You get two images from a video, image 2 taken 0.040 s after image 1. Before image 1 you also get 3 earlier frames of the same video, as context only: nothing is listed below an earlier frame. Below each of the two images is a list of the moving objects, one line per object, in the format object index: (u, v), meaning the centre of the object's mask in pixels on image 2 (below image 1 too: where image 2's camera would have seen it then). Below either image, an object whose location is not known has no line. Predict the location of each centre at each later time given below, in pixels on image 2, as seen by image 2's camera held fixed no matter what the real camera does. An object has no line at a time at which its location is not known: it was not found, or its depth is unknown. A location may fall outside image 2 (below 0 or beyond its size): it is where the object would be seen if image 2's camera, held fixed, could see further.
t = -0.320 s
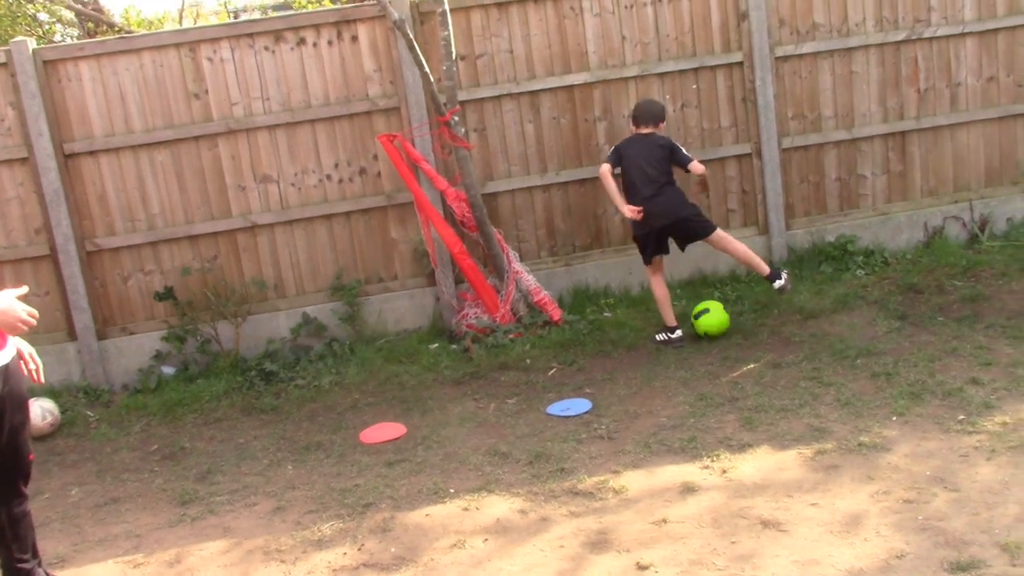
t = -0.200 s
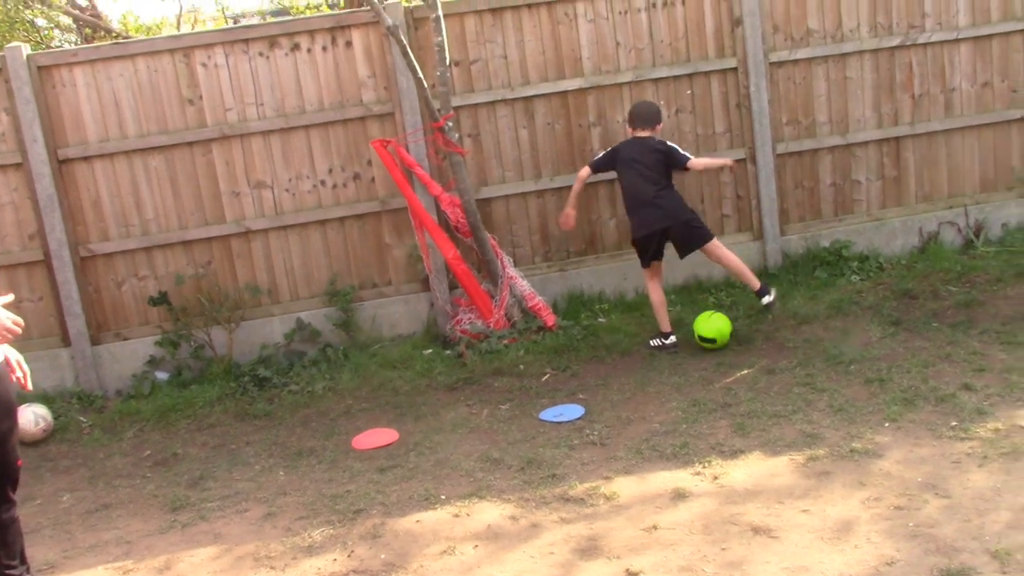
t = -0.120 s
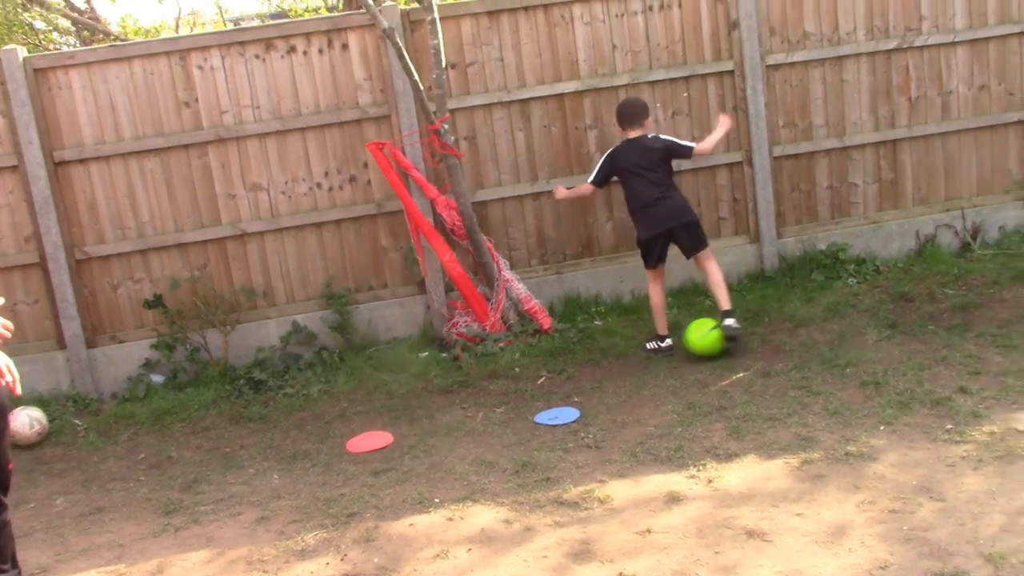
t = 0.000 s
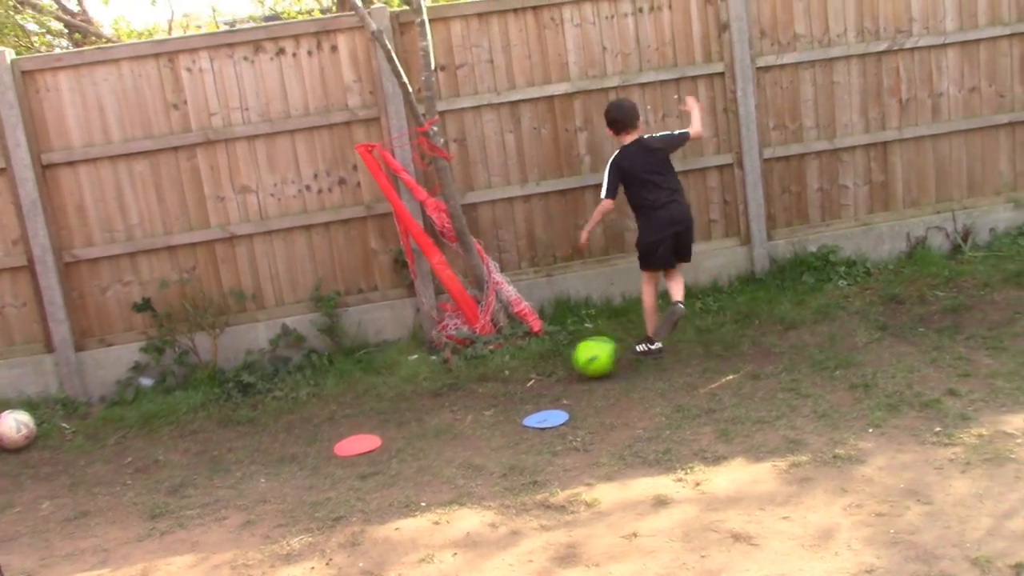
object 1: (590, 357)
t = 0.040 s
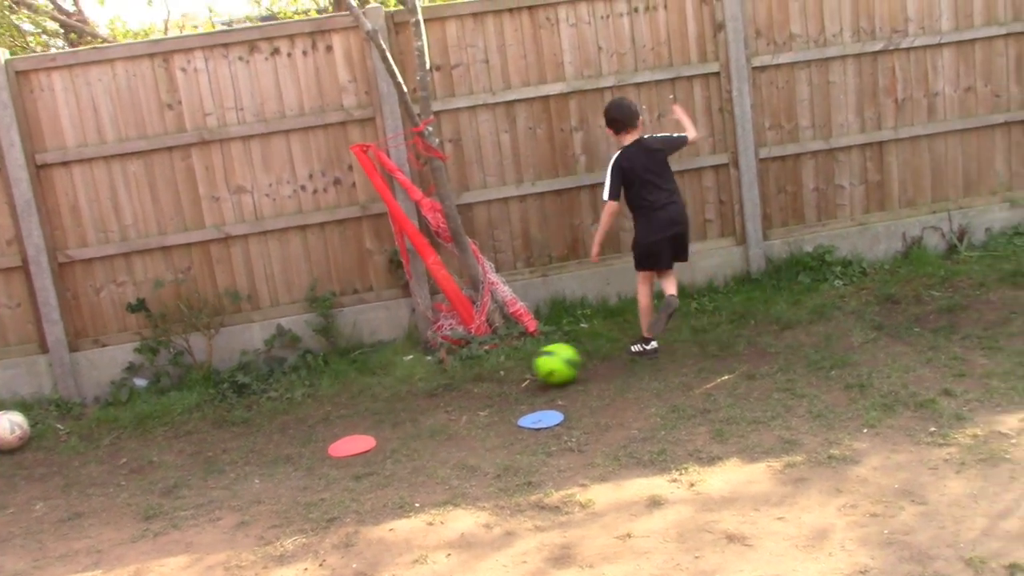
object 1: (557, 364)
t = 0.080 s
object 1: (524, 373)
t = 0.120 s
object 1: (492, 379)
